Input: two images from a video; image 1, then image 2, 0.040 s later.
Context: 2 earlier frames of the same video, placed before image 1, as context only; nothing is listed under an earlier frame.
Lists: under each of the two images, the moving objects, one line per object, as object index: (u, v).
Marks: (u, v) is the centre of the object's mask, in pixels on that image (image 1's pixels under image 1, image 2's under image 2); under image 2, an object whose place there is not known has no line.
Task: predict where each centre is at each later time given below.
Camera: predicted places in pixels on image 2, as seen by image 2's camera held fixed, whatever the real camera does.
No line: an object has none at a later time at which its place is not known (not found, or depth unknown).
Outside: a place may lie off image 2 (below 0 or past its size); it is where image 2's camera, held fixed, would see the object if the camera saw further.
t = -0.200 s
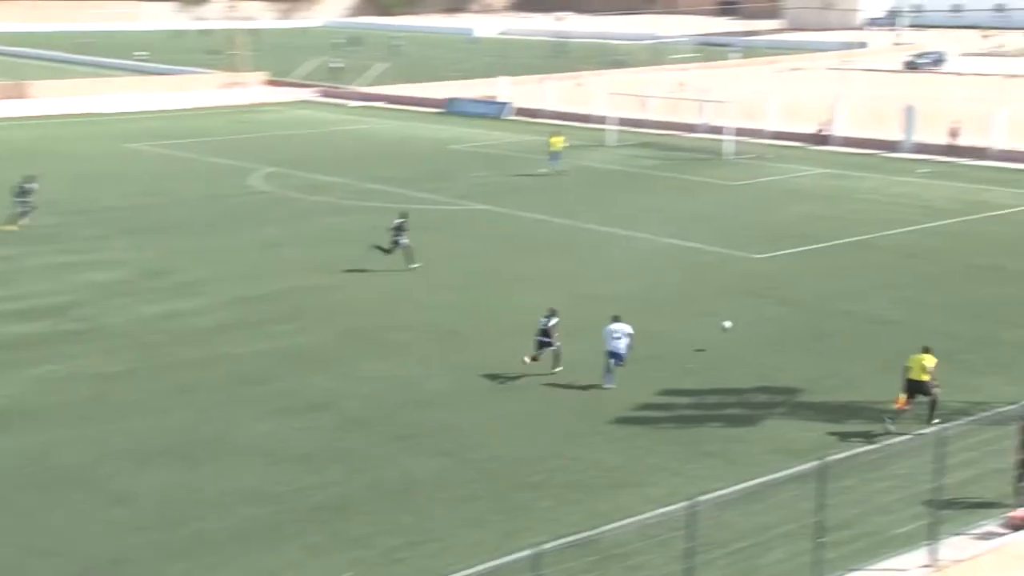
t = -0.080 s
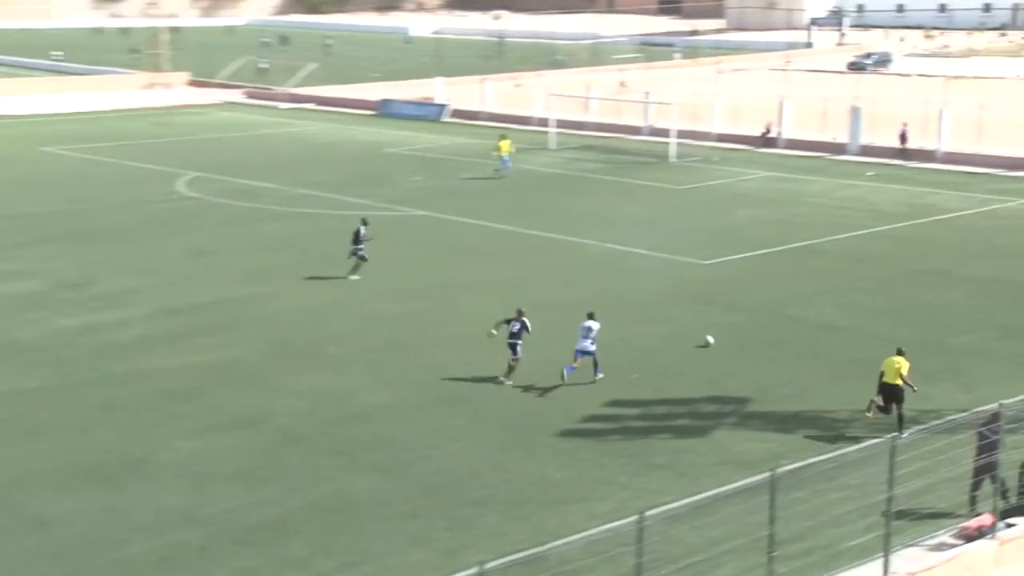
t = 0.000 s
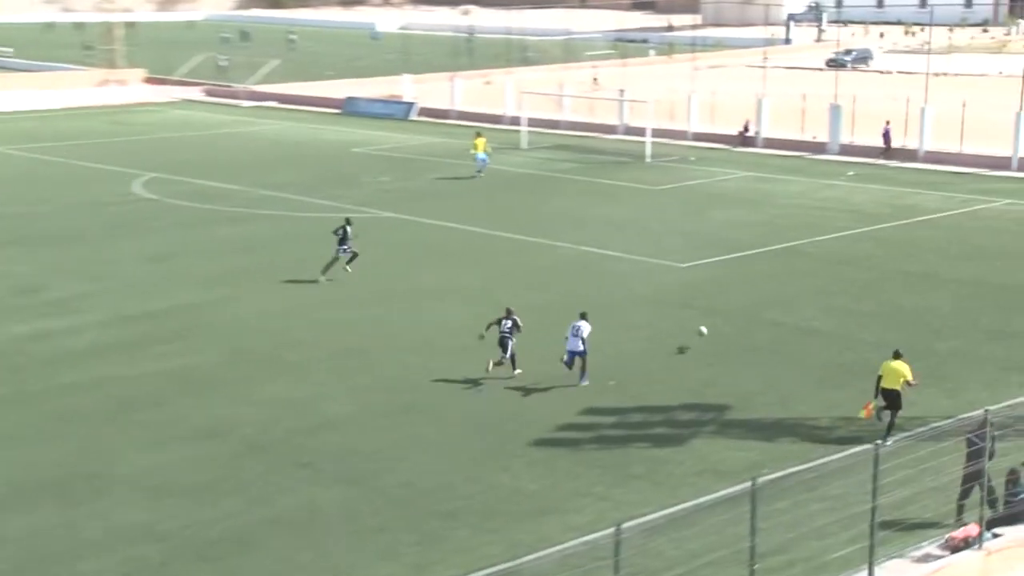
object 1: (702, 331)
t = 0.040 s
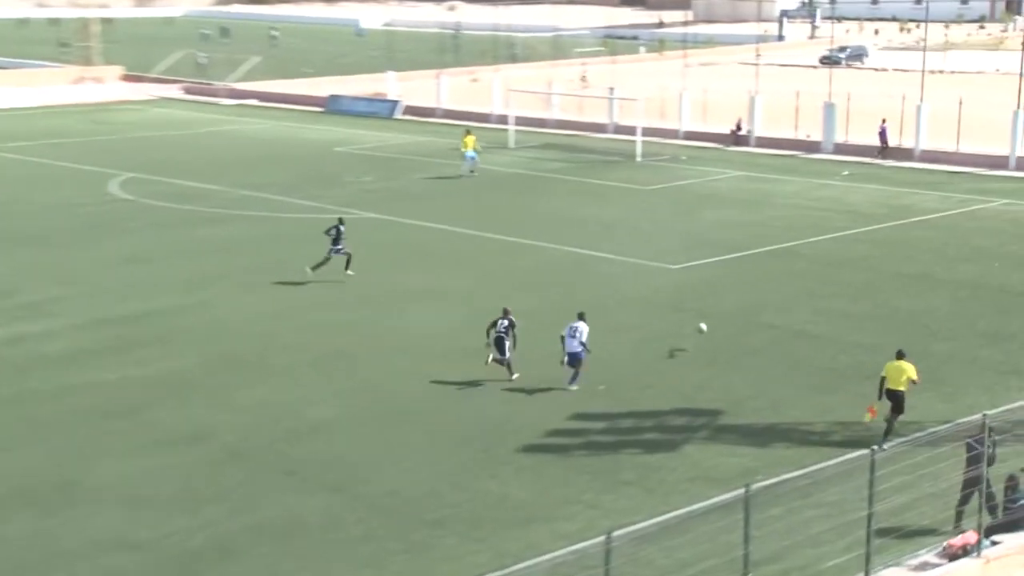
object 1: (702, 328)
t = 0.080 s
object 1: (710, 322)
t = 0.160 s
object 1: (725, 315)
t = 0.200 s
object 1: (733, 312)
